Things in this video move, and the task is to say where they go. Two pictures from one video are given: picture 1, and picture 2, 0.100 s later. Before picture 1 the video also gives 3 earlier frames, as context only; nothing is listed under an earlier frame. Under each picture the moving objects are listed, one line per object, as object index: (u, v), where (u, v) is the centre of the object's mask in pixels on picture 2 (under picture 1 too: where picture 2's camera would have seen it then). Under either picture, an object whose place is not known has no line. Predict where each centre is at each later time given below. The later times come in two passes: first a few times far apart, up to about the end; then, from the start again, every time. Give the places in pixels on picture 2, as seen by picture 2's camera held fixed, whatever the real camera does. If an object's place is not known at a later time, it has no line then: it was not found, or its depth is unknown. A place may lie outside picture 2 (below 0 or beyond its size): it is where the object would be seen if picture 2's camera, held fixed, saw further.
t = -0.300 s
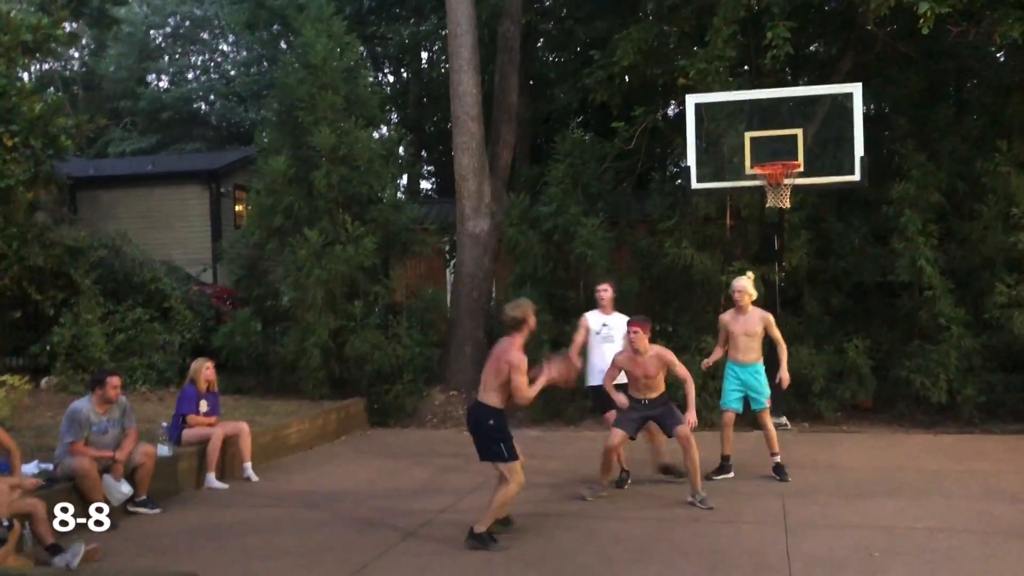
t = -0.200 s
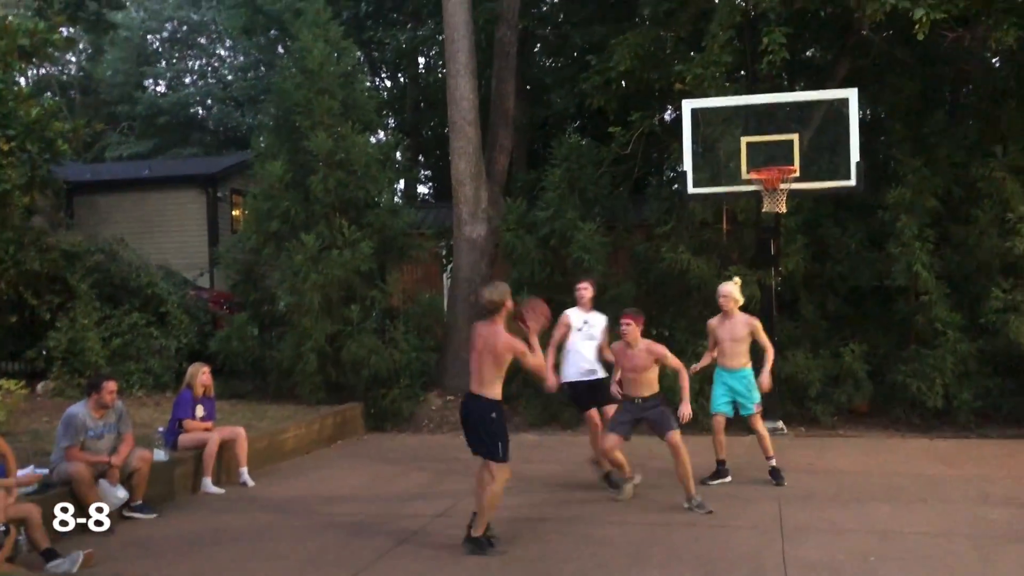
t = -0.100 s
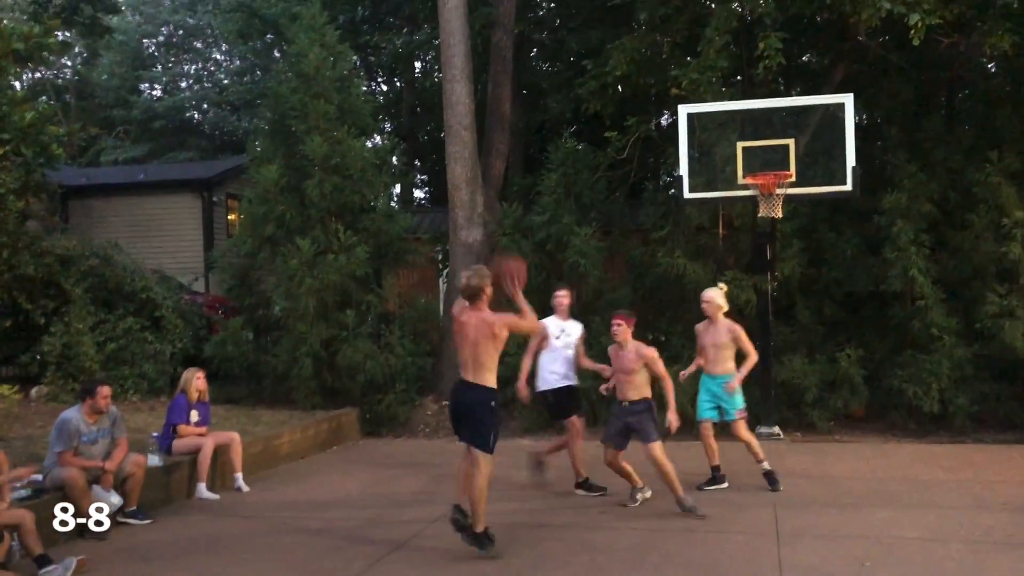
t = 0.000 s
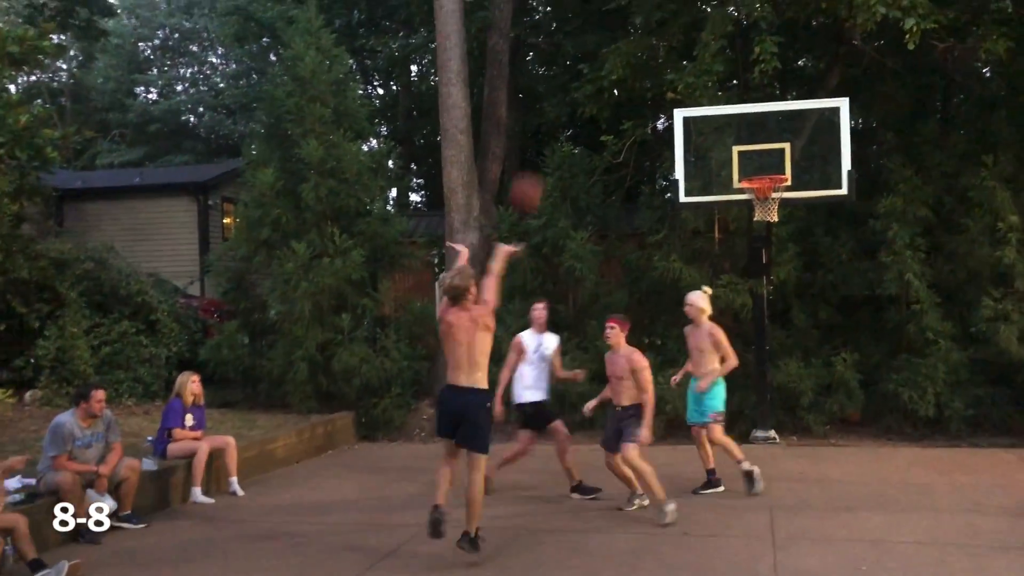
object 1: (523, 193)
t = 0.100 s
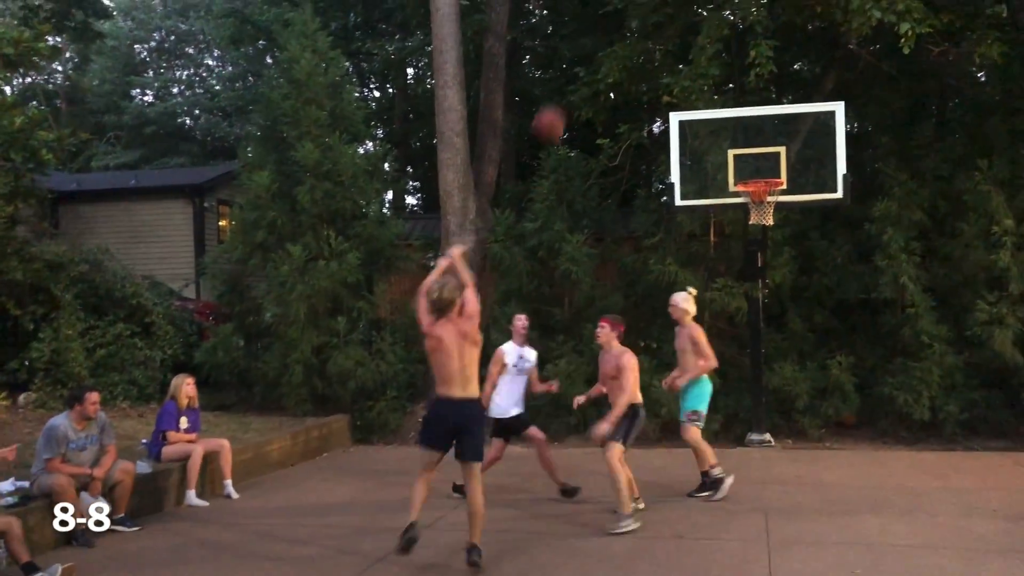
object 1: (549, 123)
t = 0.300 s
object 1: (598, 36)
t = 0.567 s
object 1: (657, 5)
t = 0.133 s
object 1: (557, 105)
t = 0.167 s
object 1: (566, 87)
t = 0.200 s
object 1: (575, 71)
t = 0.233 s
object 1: (583, 57)
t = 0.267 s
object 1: (591, 46)
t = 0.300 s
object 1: (598, 36)
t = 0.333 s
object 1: (607, 27)
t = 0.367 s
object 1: (614, 20)
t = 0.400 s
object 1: (622, 14)
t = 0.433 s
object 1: (629, 9)
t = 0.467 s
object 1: (636, 6)
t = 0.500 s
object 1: (643, 5)
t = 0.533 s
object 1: (649, 4)
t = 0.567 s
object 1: (657, 5)
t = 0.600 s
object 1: (663, 7)
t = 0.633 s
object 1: (670, 10)
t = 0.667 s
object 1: (676, 15)
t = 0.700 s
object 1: (682, 20)
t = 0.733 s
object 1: (689, 27)
